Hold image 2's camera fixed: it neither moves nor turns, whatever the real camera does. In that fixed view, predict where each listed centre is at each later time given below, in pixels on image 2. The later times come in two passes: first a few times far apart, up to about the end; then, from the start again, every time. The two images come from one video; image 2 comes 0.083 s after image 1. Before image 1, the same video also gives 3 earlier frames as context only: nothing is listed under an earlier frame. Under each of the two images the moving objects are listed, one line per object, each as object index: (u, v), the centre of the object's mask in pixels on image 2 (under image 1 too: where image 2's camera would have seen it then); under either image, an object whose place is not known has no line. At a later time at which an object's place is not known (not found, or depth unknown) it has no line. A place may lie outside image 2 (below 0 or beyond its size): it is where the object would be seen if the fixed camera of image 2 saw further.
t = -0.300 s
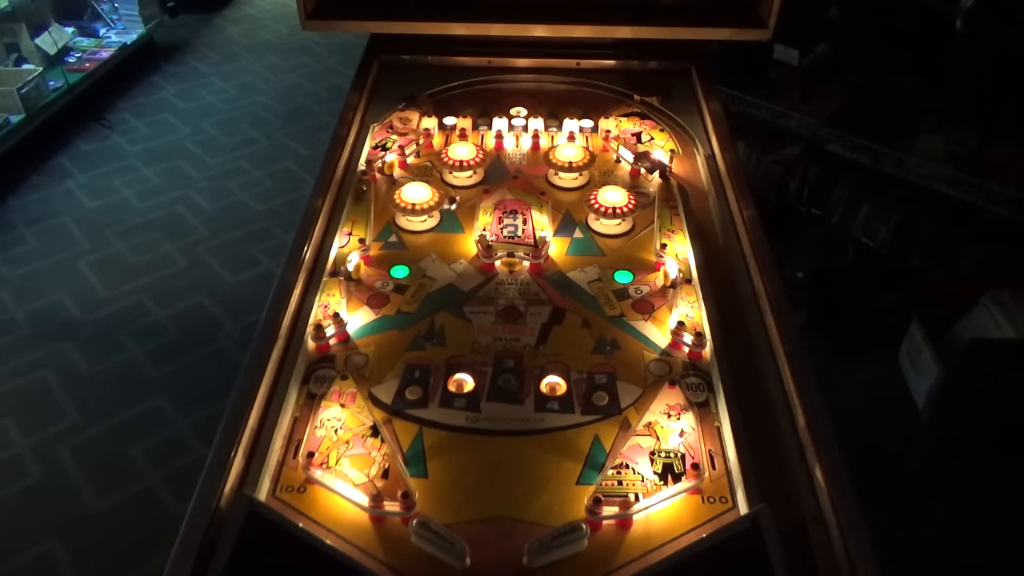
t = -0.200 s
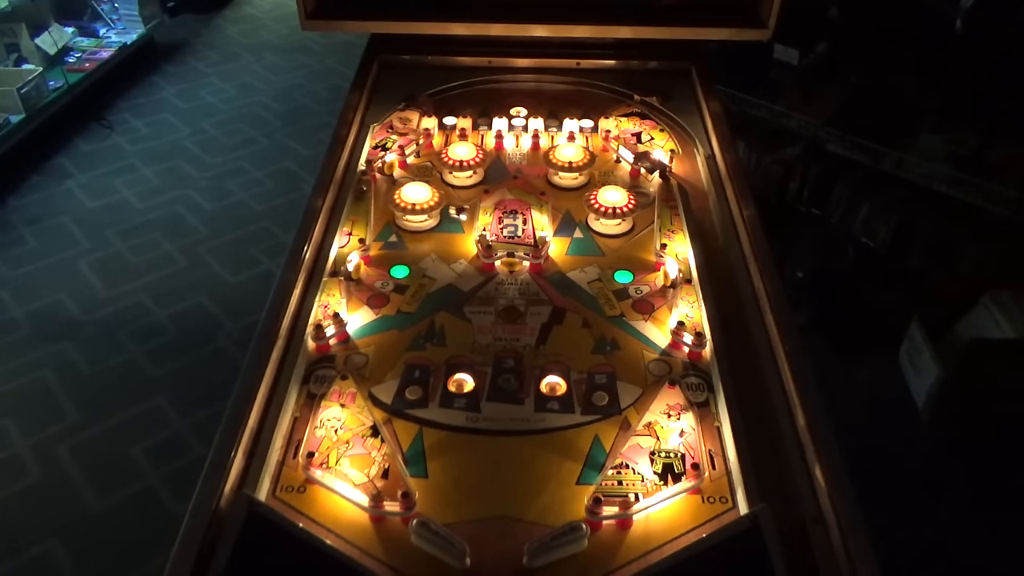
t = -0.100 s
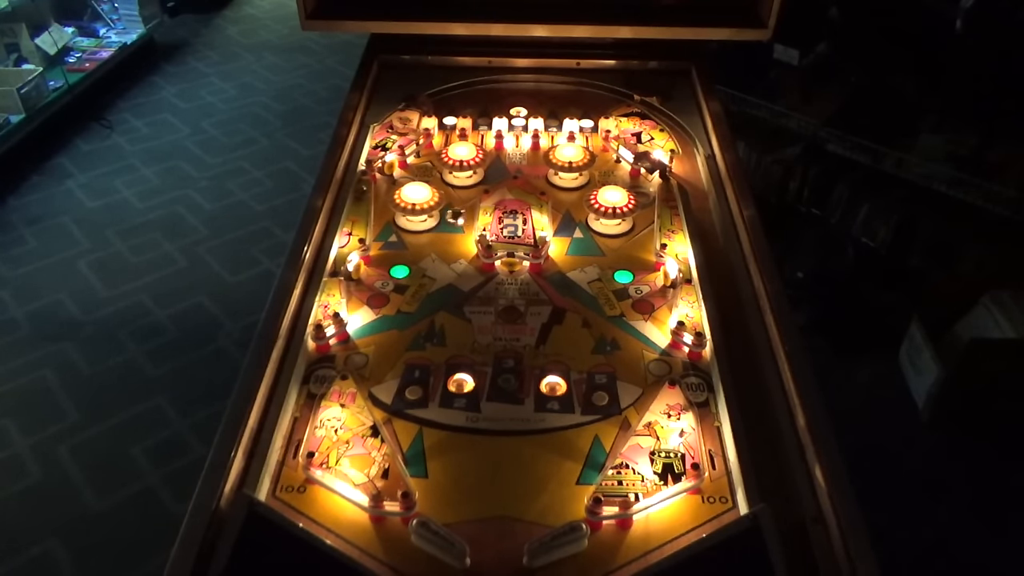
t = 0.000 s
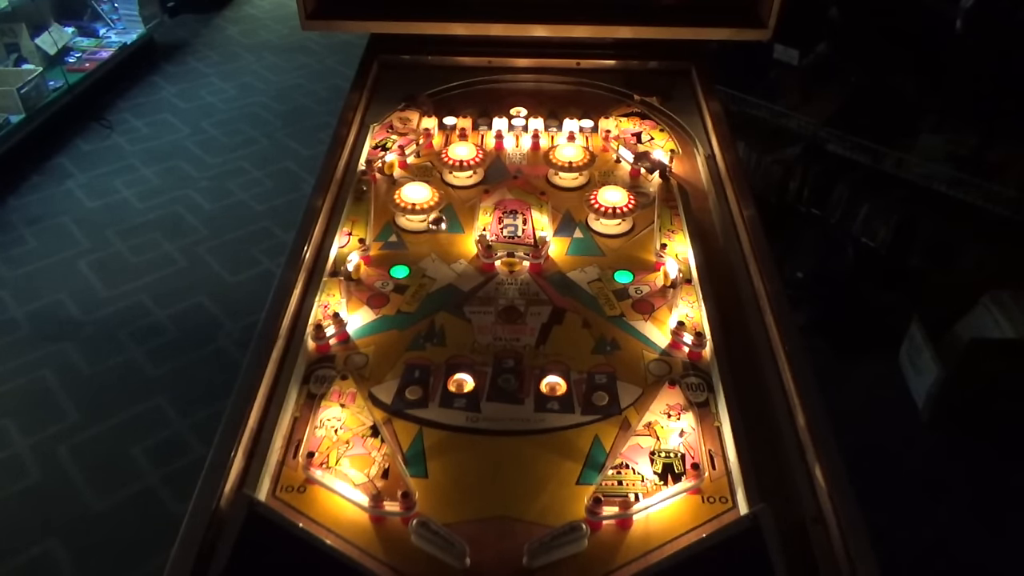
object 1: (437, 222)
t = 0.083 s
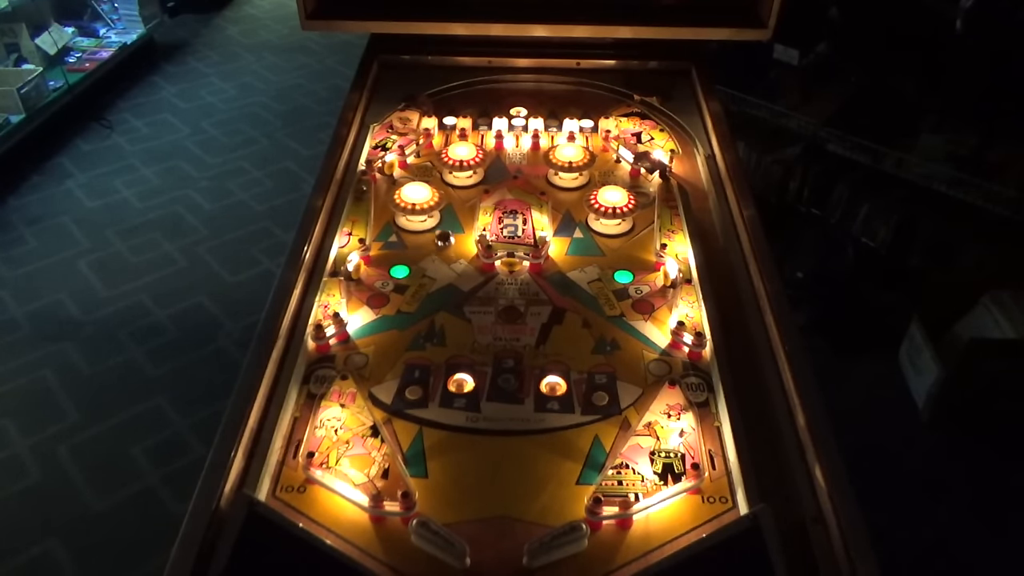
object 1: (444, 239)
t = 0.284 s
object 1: (452, 283)
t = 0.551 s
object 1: (461, 379)
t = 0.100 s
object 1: (445, 242)
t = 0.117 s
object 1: (446, 245)
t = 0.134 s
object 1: (446, 249)
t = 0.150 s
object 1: (447, 252)
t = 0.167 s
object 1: (448, 256)
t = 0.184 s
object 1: (449, 259)
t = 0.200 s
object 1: (449, 263)
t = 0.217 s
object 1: (450, 266)
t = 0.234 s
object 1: (450, 271)
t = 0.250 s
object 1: (450, 275)
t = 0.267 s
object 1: (451, 278)
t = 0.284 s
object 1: (452, 283)
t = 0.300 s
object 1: (452, 288)
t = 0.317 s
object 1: (453, 292)
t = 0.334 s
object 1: (454, 296)
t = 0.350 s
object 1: (455, 301)
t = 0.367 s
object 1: (456, 305)
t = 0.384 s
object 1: (456, 311)
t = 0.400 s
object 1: (457, 317)
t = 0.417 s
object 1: (457, 323)
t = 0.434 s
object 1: (458, 329)
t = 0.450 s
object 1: (458, 335)
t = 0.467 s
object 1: (459, 342)
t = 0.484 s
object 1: (460, 348)
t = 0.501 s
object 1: (460, 357)
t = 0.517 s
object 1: (460, 361)
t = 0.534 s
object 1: (461, 368)
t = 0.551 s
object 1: (461, 379)
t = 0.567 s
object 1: (461, 385)
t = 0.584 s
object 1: (462, 395)
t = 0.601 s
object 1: (463, 401)
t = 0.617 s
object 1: (464, 409)
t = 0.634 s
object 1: (464, 416)
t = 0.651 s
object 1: (464, 427)
